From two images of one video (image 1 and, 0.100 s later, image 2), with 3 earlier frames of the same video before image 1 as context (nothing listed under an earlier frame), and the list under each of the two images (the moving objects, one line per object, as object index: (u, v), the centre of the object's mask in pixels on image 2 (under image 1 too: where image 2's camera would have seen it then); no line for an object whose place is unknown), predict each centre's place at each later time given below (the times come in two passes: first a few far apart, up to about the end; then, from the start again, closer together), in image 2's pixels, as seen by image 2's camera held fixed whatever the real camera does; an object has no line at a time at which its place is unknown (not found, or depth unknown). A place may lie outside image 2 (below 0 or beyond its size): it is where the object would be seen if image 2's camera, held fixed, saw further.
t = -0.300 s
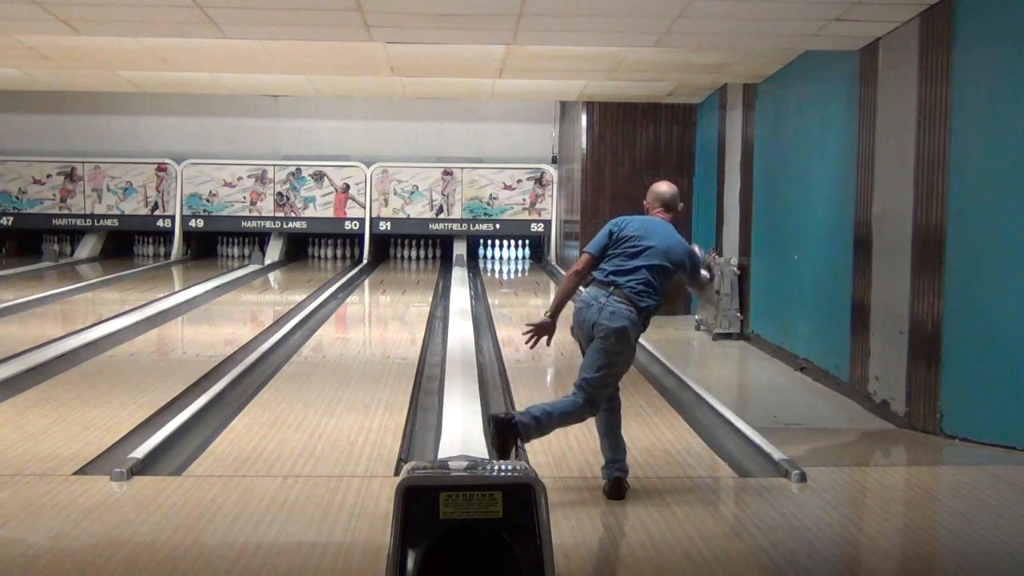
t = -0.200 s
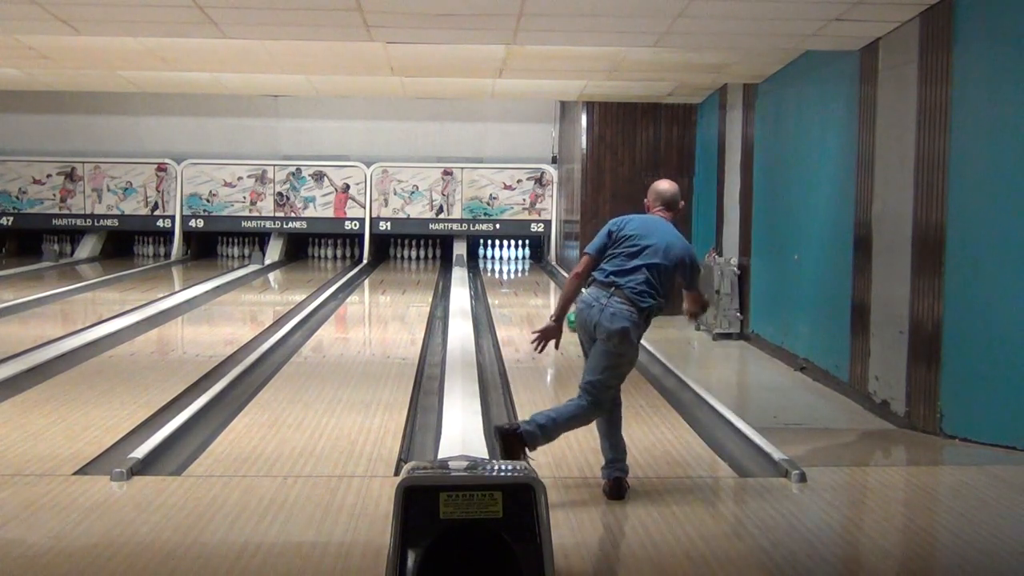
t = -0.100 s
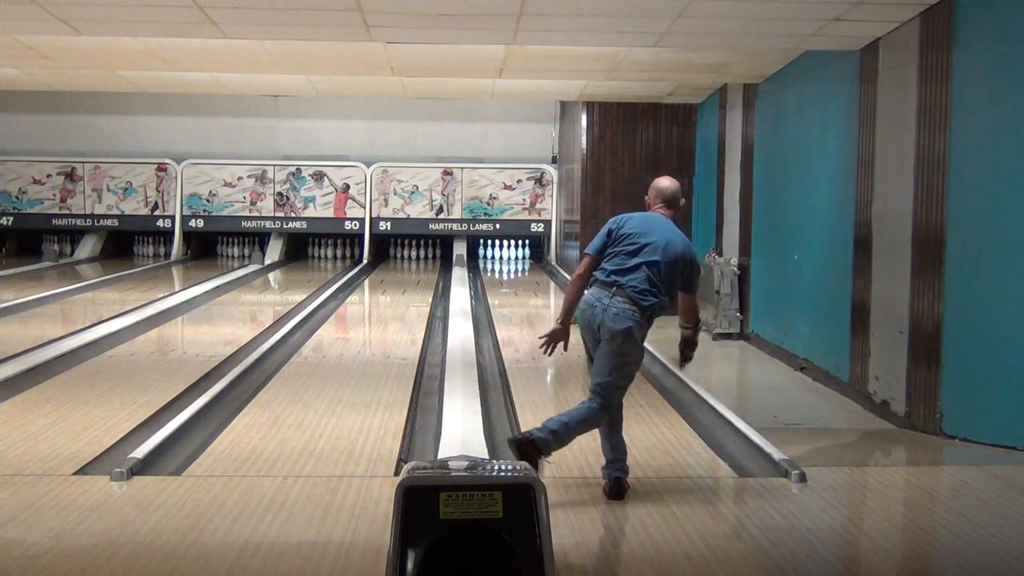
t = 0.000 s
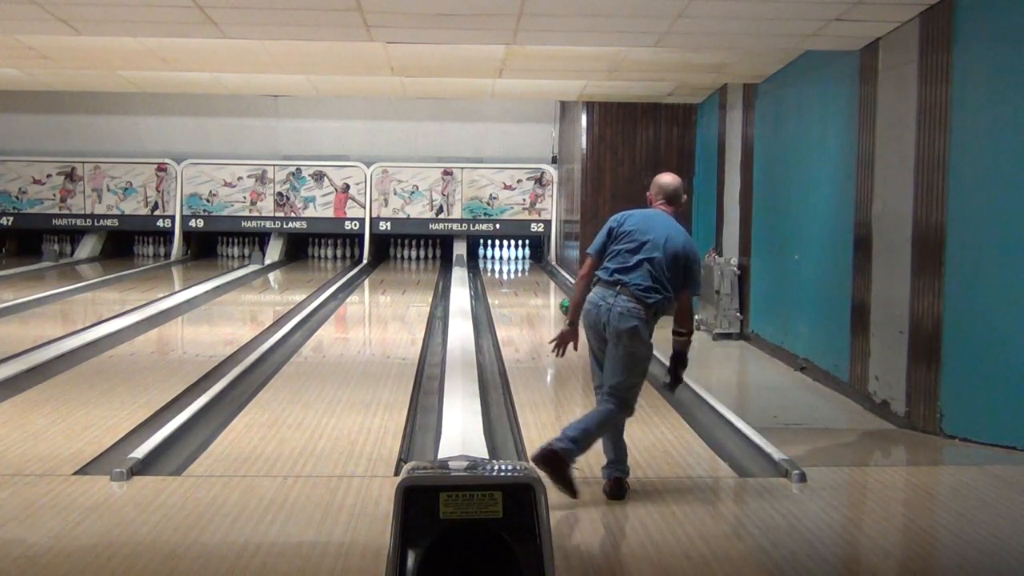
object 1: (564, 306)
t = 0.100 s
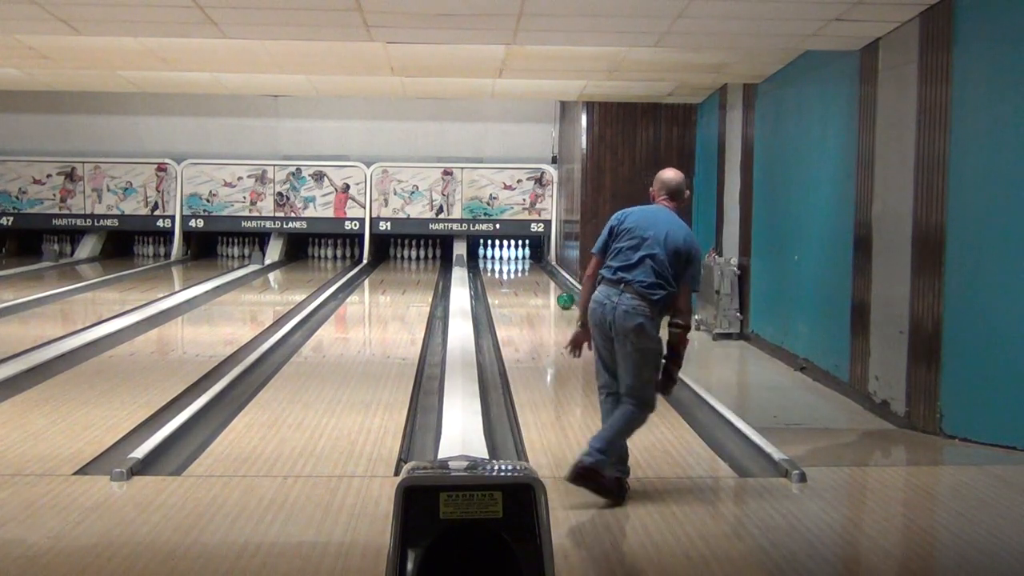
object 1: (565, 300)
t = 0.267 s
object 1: (560, 291)
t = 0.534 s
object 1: (551, 280)
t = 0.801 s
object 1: (542, 271)
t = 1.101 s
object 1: (531, 263)
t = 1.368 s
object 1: (522, 258)
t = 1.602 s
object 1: (514, 254)
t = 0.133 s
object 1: (564, 298)
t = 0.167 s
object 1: (563, 296)
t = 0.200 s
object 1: (562, 295)
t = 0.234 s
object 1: (561, 293)
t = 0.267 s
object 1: (560, 291)
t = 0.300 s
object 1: (559, 289)
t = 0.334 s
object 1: (557, 288)
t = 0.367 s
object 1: (557, 286)
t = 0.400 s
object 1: (555, 285)
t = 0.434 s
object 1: (555, 284)
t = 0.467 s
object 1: (553, 282)
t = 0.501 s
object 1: (552, 281)
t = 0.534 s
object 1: (551, 280)
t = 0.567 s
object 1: (549, 279)
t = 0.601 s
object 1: (548, 277)
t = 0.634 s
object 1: (547, 276)
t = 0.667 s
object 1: (546, 275)
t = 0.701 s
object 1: (545, 274)
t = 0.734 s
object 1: (544, 274)
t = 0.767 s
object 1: (542, 271)
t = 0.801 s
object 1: (542, 271)
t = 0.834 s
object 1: (540, 270)
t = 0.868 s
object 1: (540, 269)
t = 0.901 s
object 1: (538, 268)
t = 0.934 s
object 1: (538, 266)
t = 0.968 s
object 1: (536, 265)
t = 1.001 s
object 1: (534, 265)
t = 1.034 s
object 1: (535, 264)
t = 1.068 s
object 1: (533, 264)
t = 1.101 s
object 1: (531, 263)
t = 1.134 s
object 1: (529, 262)
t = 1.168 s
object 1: (529, 262)
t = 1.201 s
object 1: (528, 261)
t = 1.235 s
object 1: (527, 260)
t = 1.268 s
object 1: (526, 259)
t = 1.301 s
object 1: (525, 260)
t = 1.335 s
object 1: (523, 258)
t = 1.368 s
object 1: (522, 258)
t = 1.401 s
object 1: (520, 257)
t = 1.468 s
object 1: (518, 256)
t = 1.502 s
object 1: (516, 255)
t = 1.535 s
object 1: (515, 255)
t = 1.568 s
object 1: (514, 255)
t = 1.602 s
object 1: (514, 254)
